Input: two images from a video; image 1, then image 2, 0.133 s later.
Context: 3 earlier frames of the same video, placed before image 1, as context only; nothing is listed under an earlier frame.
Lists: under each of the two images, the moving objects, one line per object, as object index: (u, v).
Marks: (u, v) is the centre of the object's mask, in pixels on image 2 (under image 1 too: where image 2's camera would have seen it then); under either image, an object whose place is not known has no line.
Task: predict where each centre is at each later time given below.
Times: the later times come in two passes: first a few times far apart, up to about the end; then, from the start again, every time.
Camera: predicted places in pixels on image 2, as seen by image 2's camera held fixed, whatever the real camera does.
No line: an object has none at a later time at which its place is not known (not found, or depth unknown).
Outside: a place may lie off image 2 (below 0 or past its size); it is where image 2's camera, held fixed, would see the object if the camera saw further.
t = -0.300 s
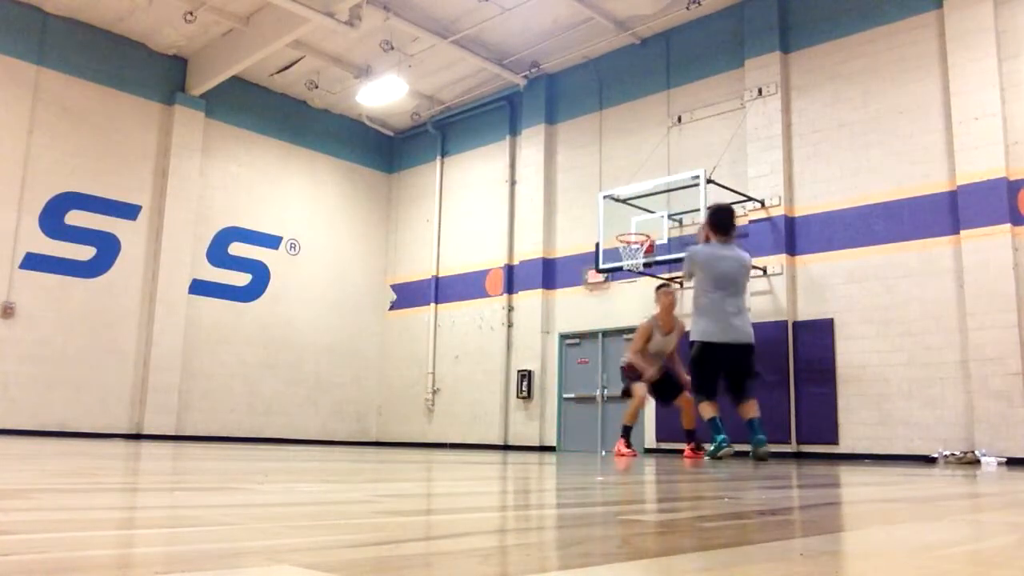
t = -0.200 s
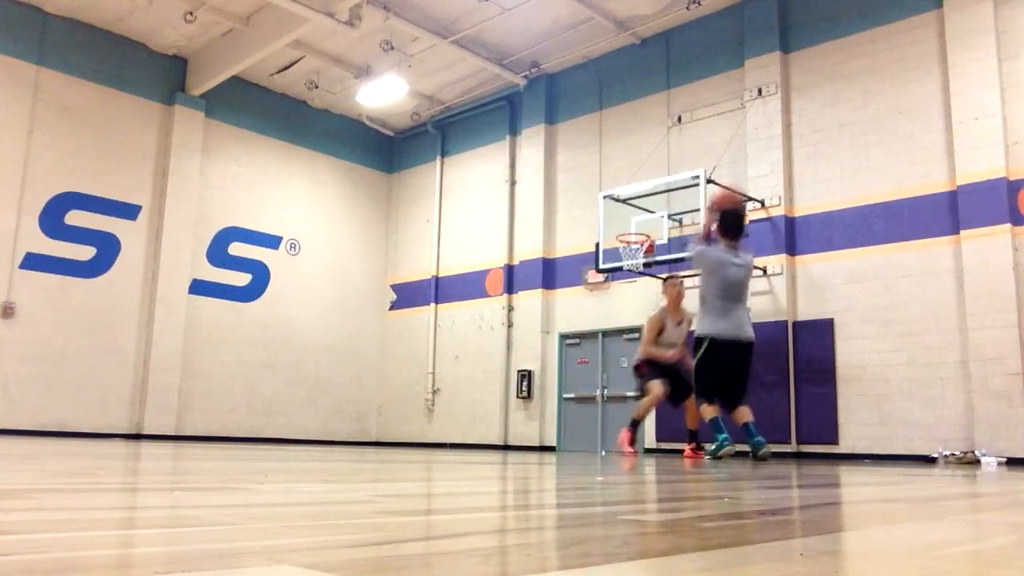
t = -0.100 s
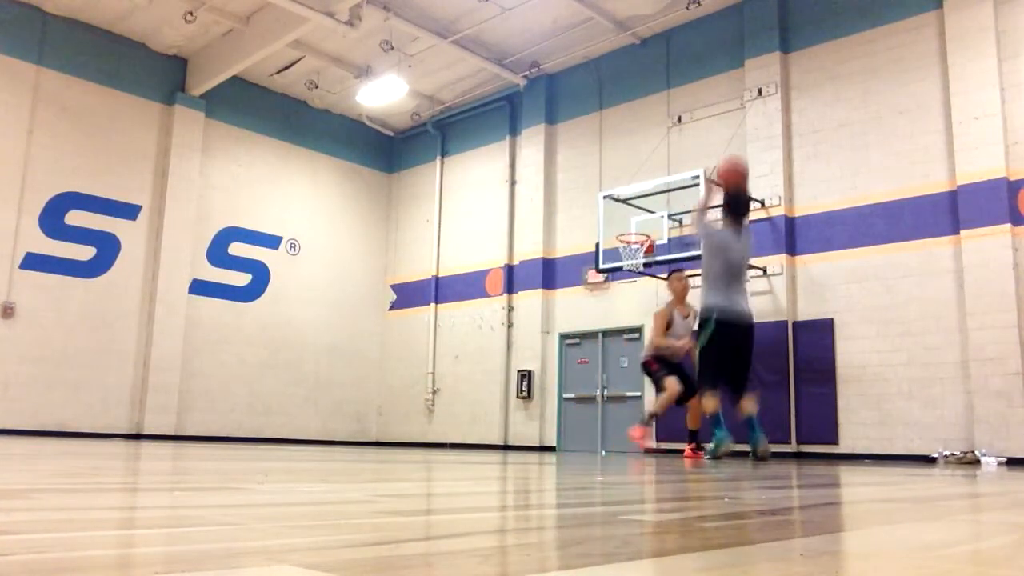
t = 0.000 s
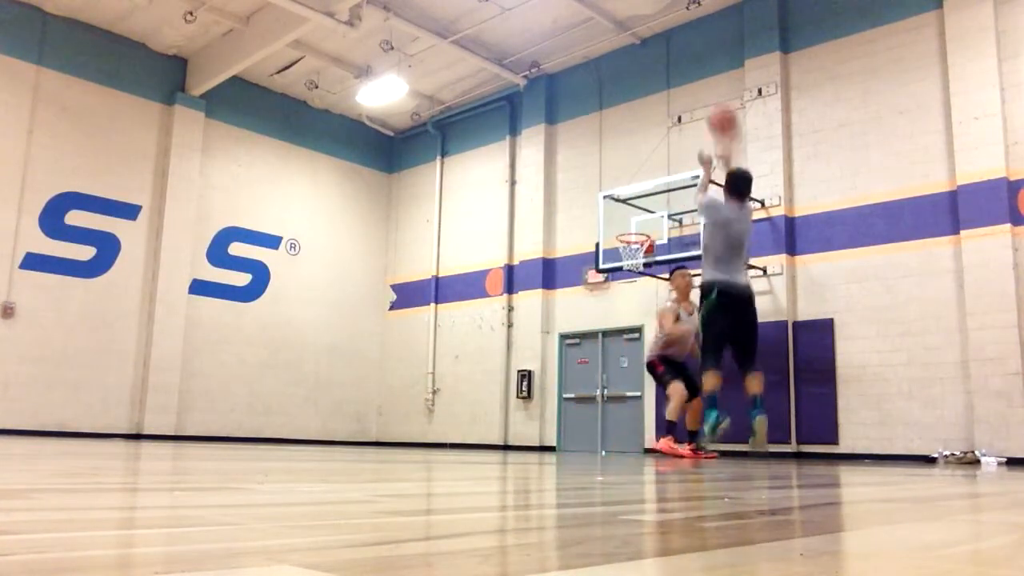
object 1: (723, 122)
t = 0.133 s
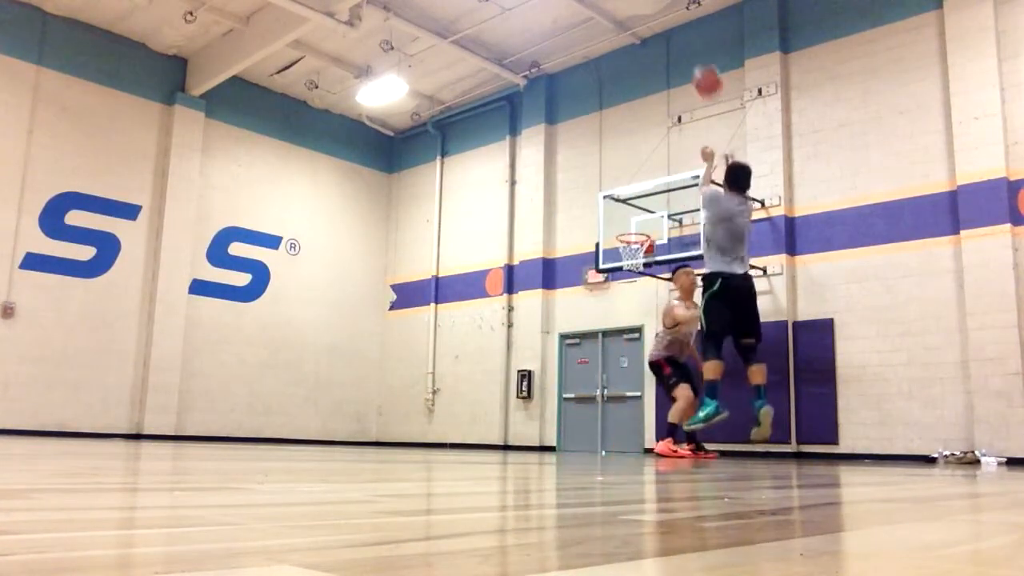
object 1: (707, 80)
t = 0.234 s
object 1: (695, 57)
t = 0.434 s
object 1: (677, 47)
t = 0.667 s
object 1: (661, 71)
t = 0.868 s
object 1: (649, 122)
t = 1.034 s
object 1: (642, 176)
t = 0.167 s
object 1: (703, 71)
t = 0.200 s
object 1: (698, 61)
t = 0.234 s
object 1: (695, 57)
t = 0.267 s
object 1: (691, 51)
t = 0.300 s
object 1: (688, 50)
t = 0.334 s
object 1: (685, 47)
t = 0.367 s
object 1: (681, 46)
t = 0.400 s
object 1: (679, 46)
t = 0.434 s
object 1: (677, 47)
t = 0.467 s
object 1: (674, 48)
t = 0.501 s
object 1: (671, 51)
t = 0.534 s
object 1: (668, 55)
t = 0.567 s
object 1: (666, 60)
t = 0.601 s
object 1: (664, 64)
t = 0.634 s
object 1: (661, 70)
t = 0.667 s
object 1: (661, 71)
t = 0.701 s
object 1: (658, 78)
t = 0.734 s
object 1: (656, 86)
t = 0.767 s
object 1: (655, 93)
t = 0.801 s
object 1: (654, 101)
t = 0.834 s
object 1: (651, 112)
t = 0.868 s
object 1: (649, 122)
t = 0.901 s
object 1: (648, 130)
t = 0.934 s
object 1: (647, 142)
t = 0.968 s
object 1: (646, 152)
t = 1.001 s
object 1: (644, 164)
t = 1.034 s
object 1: (642, 176)
